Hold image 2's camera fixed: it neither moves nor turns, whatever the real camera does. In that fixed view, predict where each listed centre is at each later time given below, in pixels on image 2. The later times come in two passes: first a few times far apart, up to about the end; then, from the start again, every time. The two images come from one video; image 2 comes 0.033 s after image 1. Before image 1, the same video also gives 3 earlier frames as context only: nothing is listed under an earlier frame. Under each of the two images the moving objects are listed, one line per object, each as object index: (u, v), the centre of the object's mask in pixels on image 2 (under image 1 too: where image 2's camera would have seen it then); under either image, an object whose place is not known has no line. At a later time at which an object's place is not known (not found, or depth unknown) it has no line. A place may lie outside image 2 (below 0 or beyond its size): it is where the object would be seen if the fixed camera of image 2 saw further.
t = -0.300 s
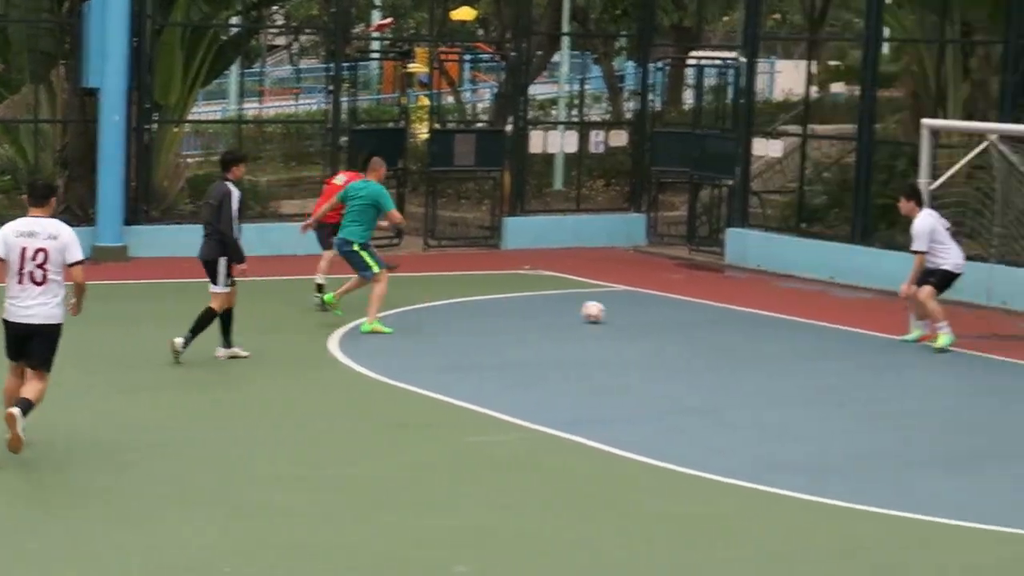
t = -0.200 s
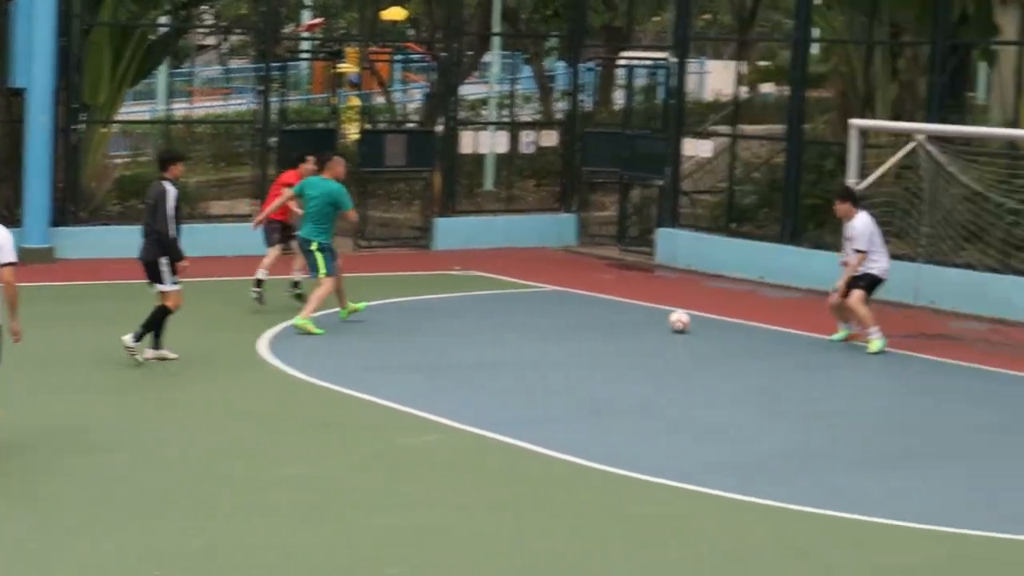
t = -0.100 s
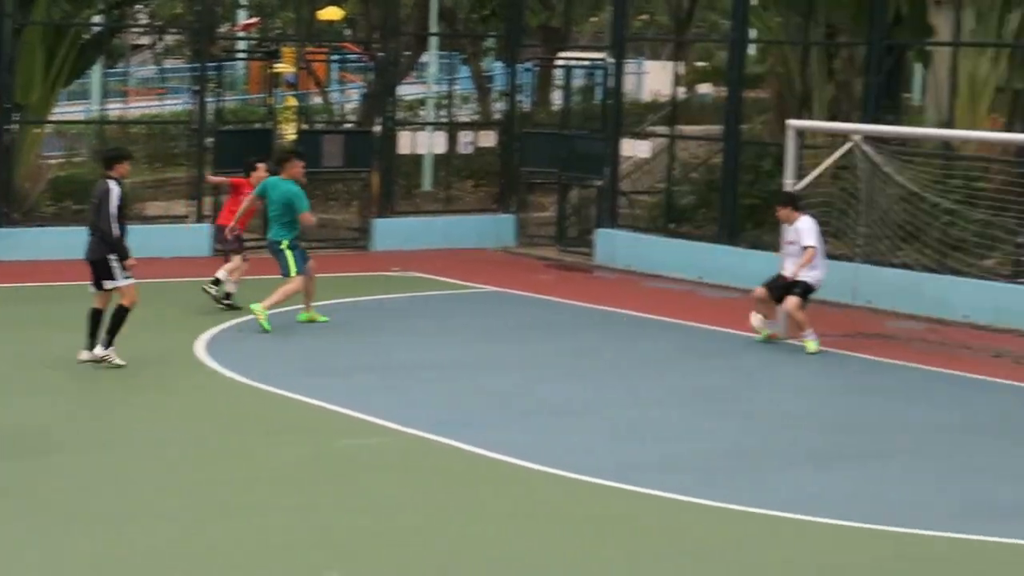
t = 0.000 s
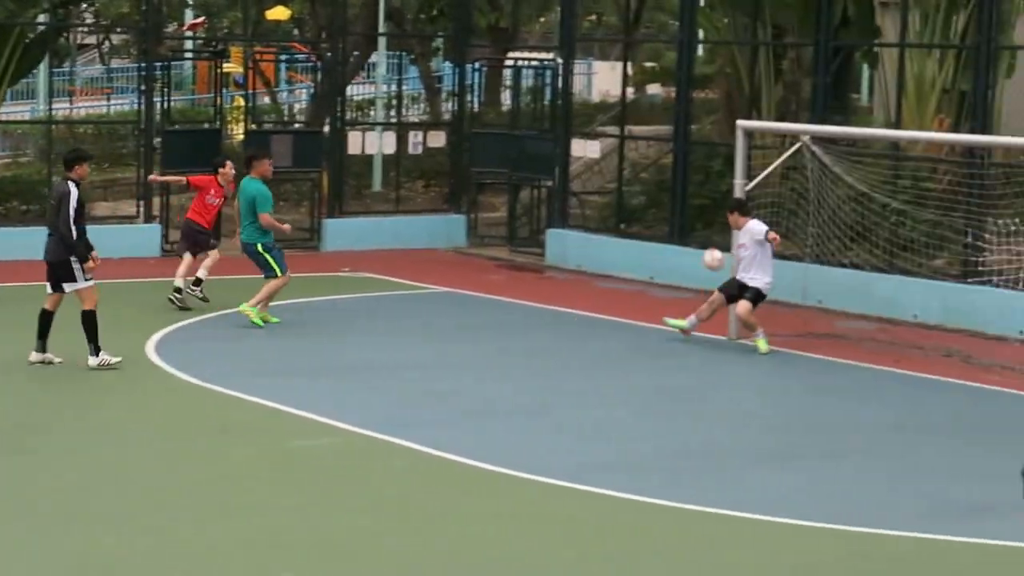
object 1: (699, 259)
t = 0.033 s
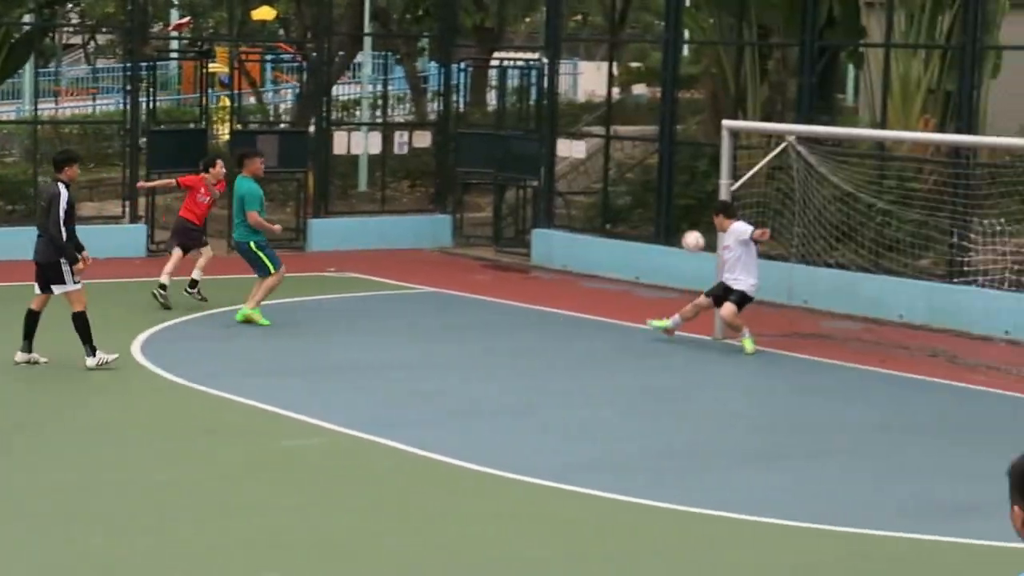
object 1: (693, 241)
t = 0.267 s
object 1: (651, 152)
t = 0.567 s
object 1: (596, 117)
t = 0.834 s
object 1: (544, 168)
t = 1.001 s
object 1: (509, 239)
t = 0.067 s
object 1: (687, 226)
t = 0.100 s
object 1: (681, 211)
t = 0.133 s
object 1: (675, 197)
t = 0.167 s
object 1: (669, 184)
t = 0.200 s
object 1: (664, 172)
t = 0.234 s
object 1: (657, 162)
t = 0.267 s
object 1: (651, 152)
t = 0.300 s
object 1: (646, 144)
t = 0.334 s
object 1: (639, 136)
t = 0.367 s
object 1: (634, 130)
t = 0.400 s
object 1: (627, 124)
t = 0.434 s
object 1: (622, 119)
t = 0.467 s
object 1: (616, 118)
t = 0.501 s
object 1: (609, 117)
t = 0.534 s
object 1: (603, 117)
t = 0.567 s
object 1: (596, 117)
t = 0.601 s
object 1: (590, 118)
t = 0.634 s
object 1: (584, 122)
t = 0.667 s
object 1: (577, 126)
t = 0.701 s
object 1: (571, 132)
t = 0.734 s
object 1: (564, 139)
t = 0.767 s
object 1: (557, 147)
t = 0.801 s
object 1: (549, 157)
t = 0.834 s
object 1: (544, 168)
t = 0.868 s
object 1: (537, 180)
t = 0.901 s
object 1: (530, 193)
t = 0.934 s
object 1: (523, 207)
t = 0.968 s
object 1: (516, 223)
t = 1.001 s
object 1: (509, 239)
